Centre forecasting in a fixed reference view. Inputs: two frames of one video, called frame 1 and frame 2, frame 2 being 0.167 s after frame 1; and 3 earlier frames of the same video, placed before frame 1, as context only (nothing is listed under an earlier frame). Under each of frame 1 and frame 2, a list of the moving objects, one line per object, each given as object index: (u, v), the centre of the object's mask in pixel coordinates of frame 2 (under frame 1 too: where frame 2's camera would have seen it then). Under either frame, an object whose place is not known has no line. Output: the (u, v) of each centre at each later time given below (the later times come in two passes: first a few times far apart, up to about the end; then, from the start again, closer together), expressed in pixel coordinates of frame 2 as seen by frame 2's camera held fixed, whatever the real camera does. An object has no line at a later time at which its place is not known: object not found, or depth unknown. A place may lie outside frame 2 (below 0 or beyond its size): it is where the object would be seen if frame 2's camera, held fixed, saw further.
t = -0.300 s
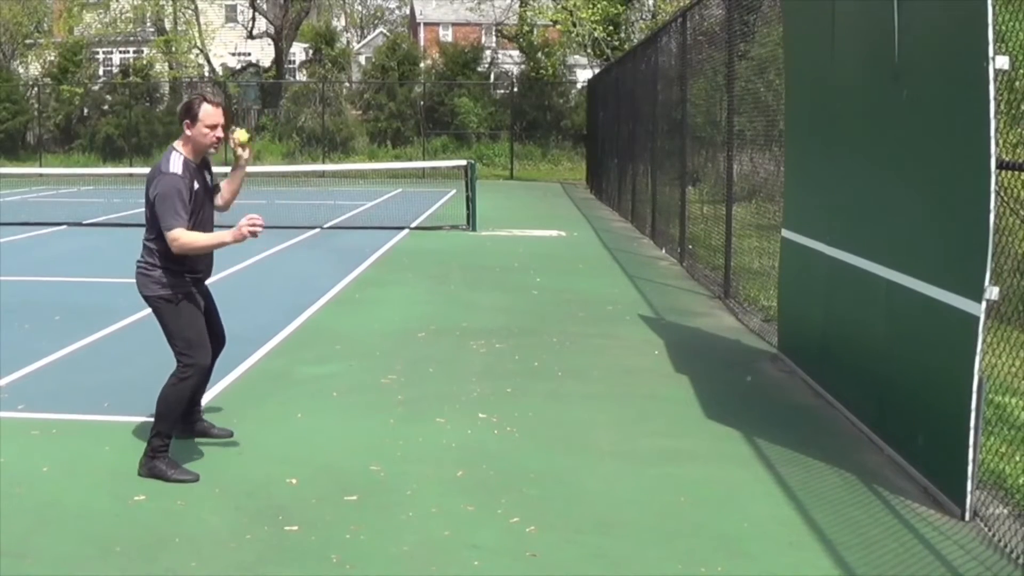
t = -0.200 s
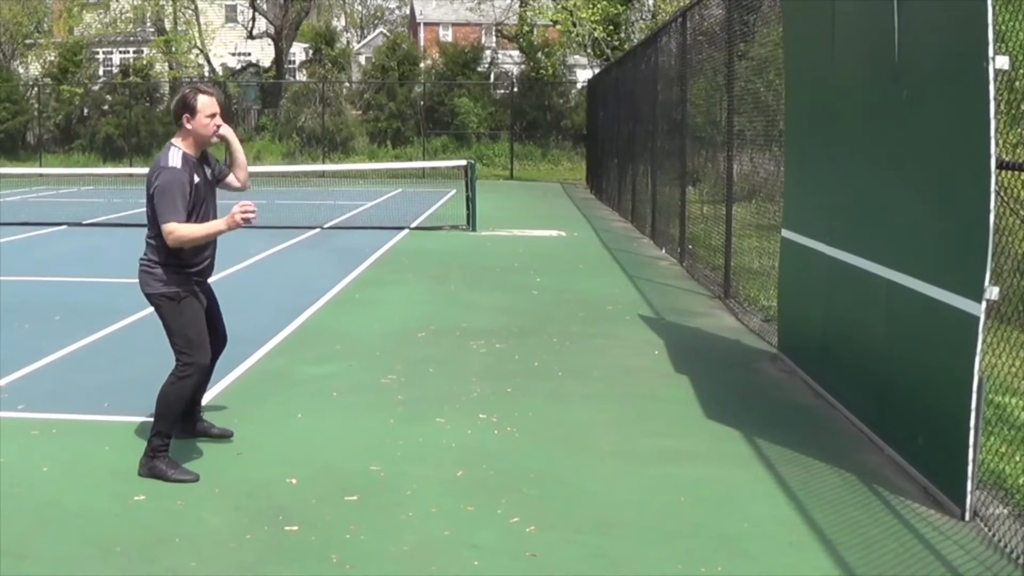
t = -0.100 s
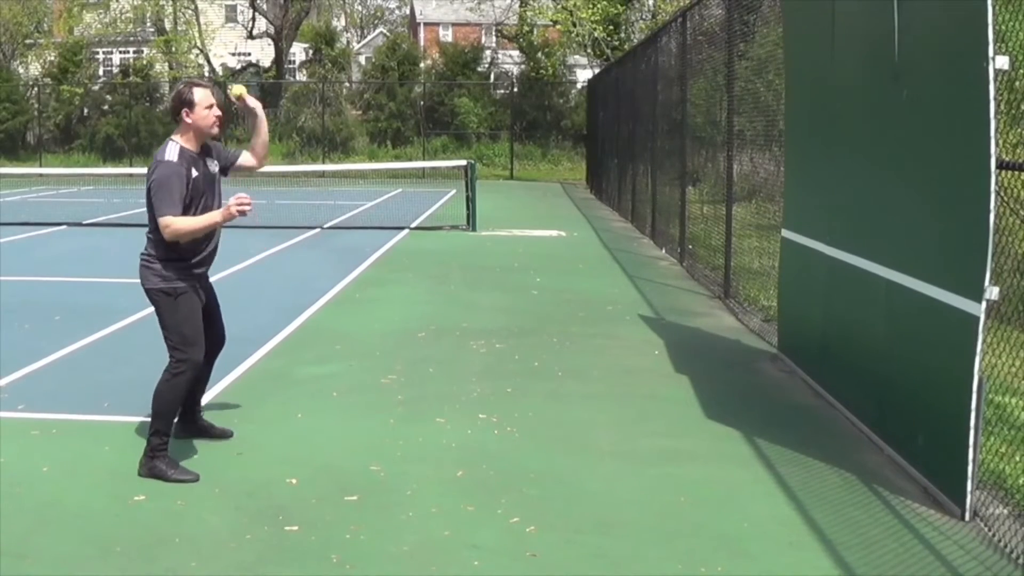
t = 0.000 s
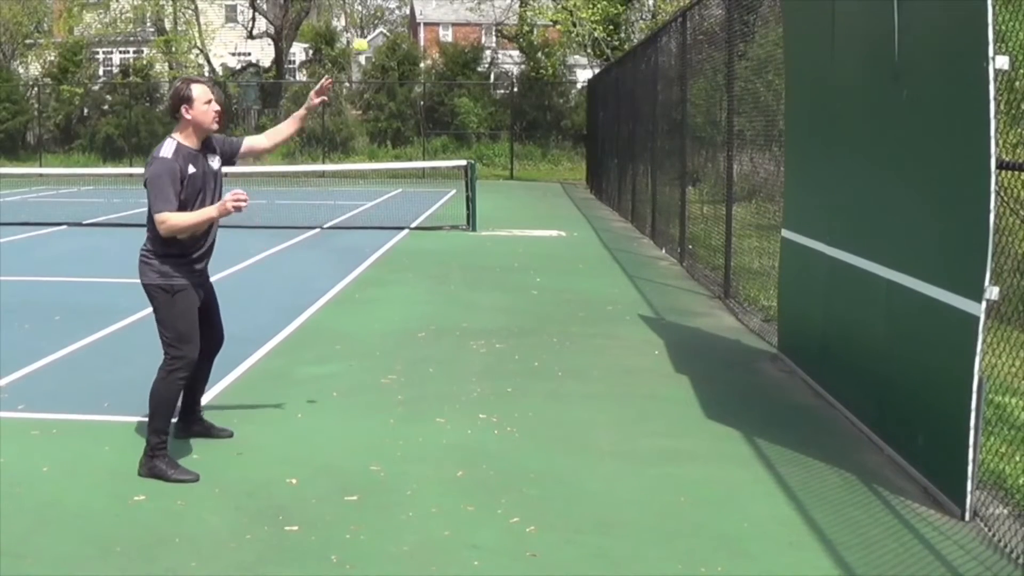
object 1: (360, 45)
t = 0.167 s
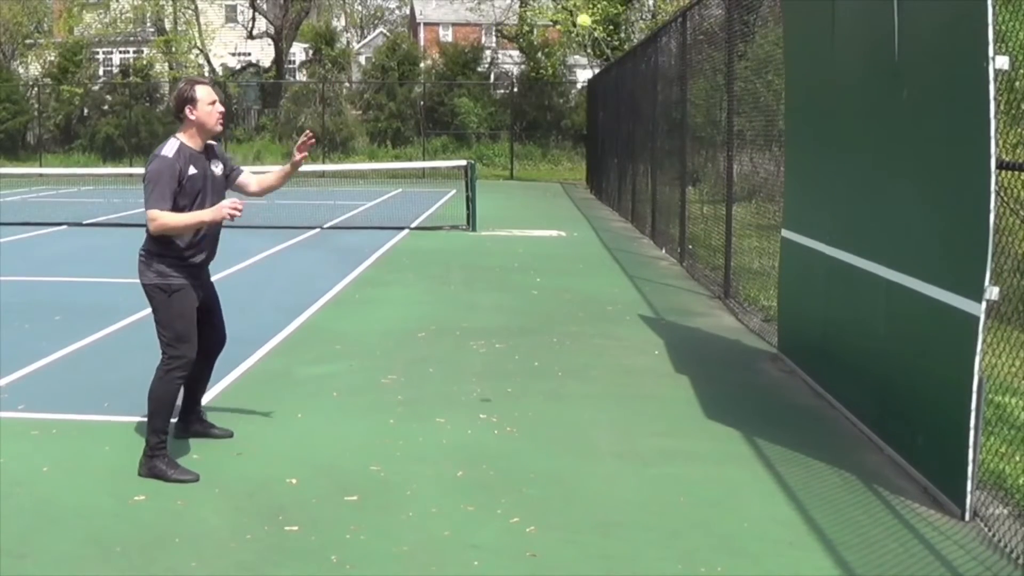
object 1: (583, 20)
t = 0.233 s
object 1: (670, 30)
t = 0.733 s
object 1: (636, 321)
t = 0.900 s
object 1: (506, 395)
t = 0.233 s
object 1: (670, 30)
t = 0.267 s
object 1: (713, 38)
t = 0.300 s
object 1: (755, 48)
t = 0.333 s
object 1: (795, 61)
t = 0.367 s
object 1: (836, 75)
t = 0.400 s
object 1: (874, 93)
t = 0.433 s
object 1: (908, 111)
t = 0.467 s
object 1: (877, 125)
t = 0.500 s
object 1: (847, 142)
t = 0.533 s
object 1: (817, 160)
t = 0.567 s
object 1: (787, 182)
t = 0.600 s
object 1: (756, 205)
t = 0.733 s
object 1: (636, 321)
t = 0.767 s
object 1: (606, 356)
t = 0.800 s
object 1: (576, 391)
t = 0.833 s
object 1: (547, 428)
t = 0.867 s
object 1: (525, 423)
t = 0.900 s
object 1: (506, 395)
